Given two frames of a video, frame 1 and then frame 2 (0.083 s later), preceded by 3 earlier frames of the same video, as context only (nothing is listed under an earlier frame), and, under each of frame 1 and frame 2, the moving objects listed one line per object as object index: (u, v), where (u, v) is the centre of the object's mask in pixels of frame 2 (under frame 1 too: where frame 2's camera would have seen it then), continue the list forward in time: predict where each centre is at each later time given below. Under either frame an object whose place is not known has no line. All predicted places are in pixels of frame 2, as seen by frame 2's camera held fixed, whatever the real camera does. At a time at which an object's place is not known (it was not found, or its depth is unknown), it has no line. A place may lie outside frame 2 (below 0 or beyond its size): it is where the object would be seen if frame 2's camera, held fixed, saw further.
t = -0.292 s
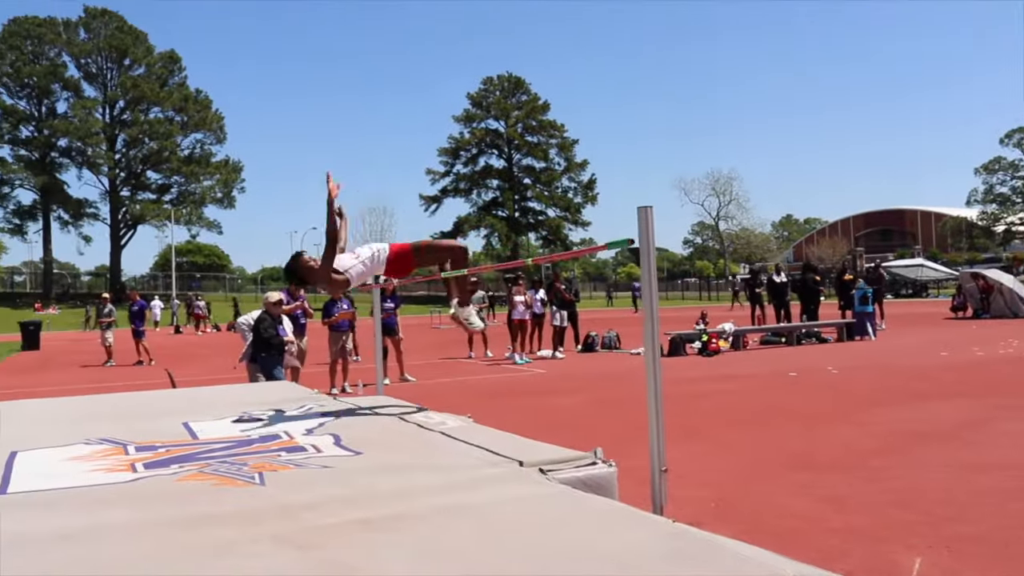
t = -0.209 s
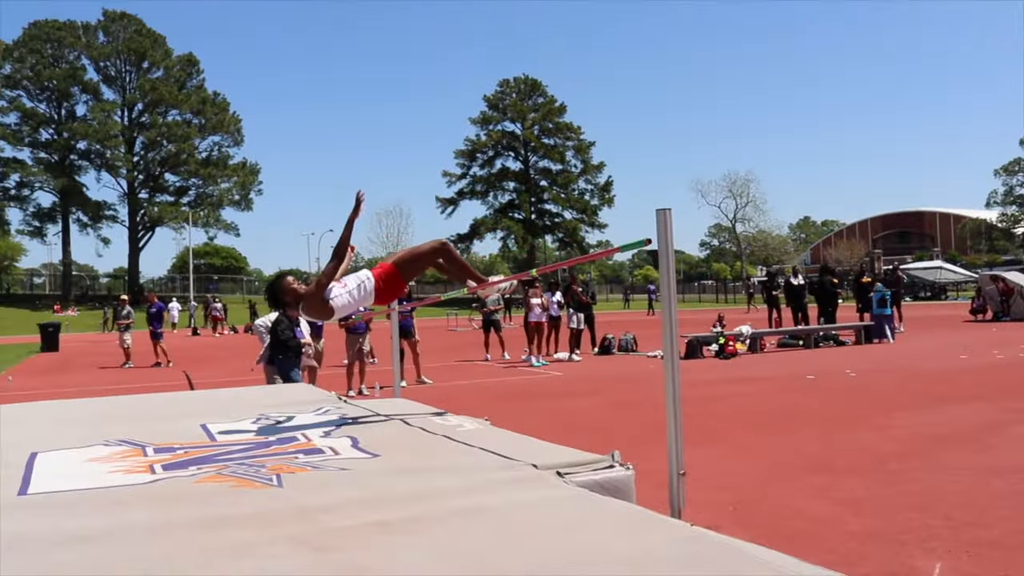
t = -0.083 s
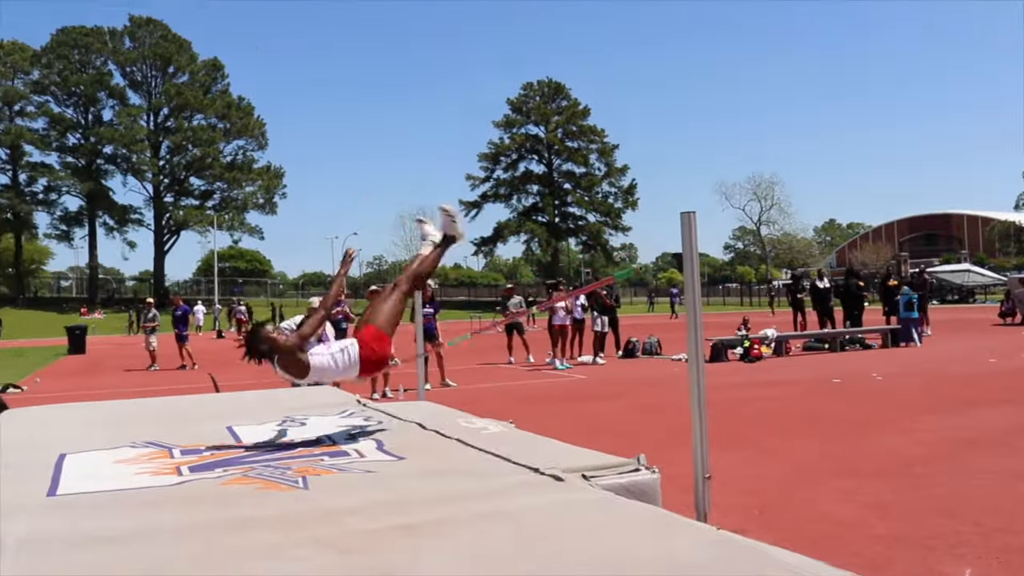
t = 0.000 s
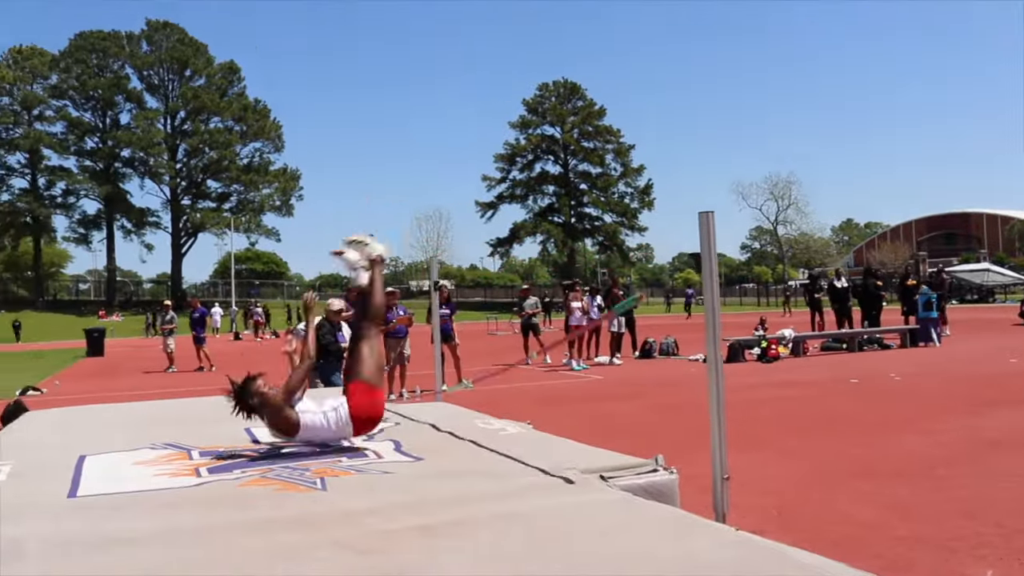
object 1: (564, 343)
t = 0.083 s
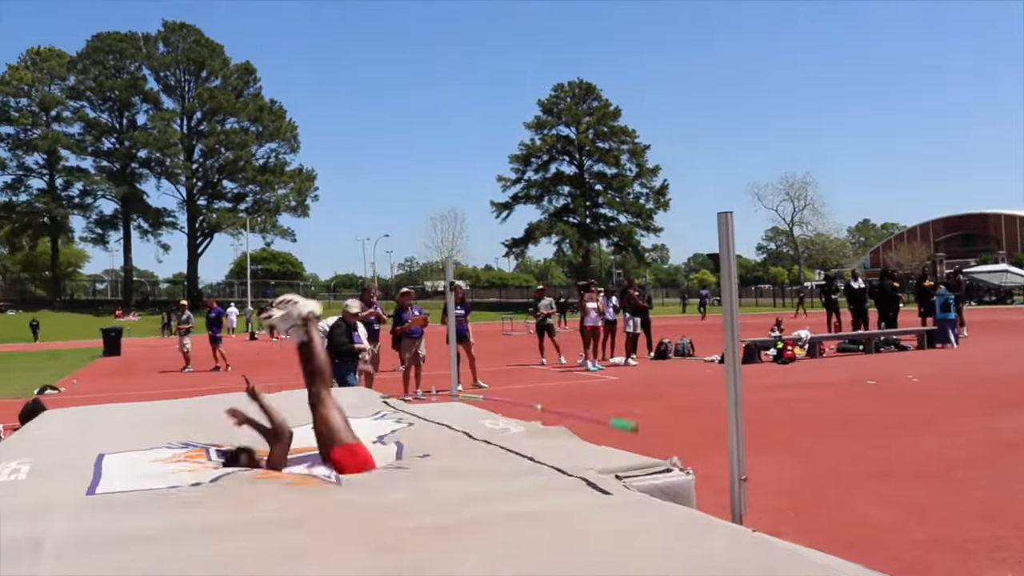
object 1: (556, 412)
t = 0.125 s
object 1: (536, 446)
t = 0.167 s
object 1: (511, 446)
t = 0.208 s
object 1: (524, 445)
